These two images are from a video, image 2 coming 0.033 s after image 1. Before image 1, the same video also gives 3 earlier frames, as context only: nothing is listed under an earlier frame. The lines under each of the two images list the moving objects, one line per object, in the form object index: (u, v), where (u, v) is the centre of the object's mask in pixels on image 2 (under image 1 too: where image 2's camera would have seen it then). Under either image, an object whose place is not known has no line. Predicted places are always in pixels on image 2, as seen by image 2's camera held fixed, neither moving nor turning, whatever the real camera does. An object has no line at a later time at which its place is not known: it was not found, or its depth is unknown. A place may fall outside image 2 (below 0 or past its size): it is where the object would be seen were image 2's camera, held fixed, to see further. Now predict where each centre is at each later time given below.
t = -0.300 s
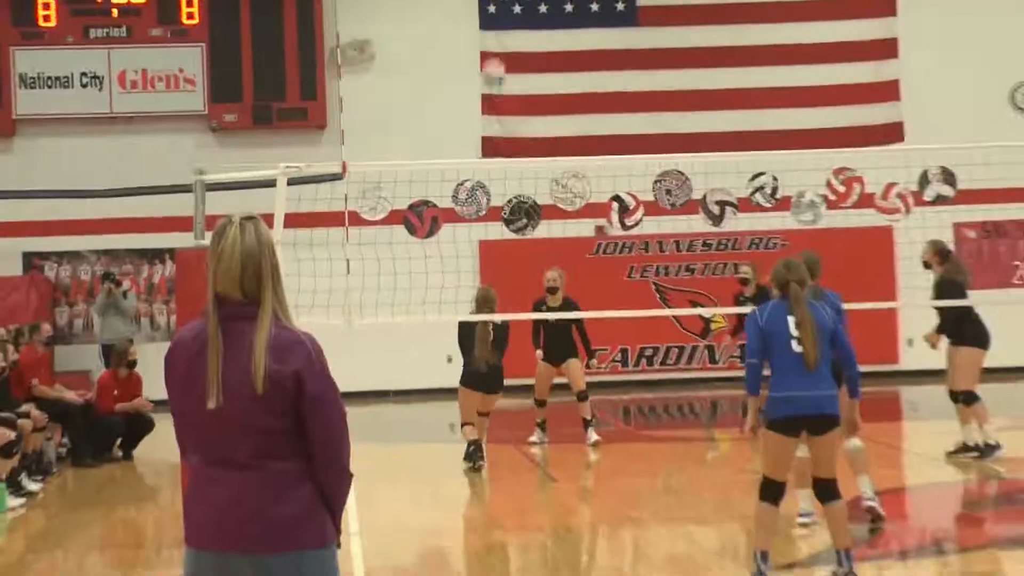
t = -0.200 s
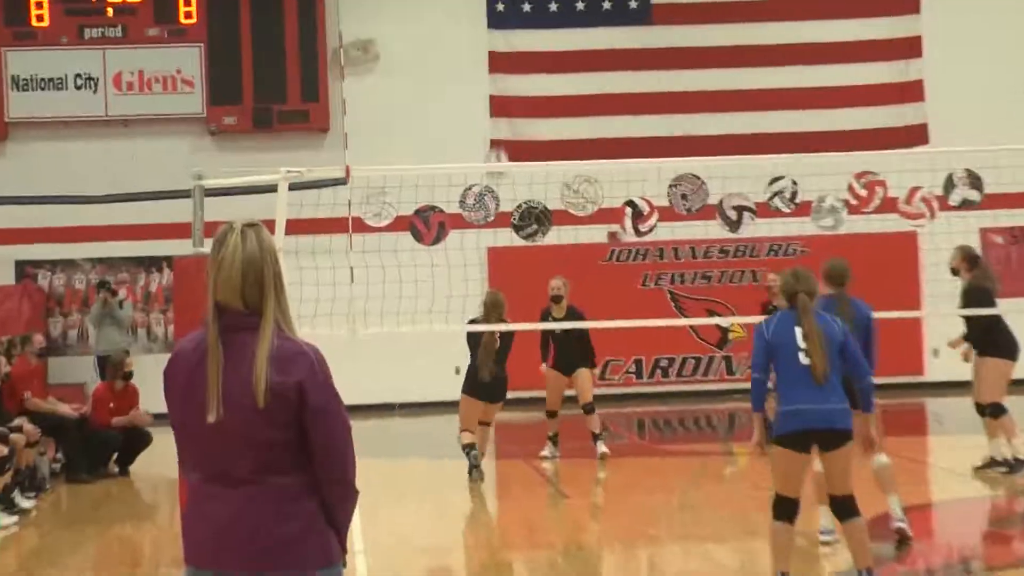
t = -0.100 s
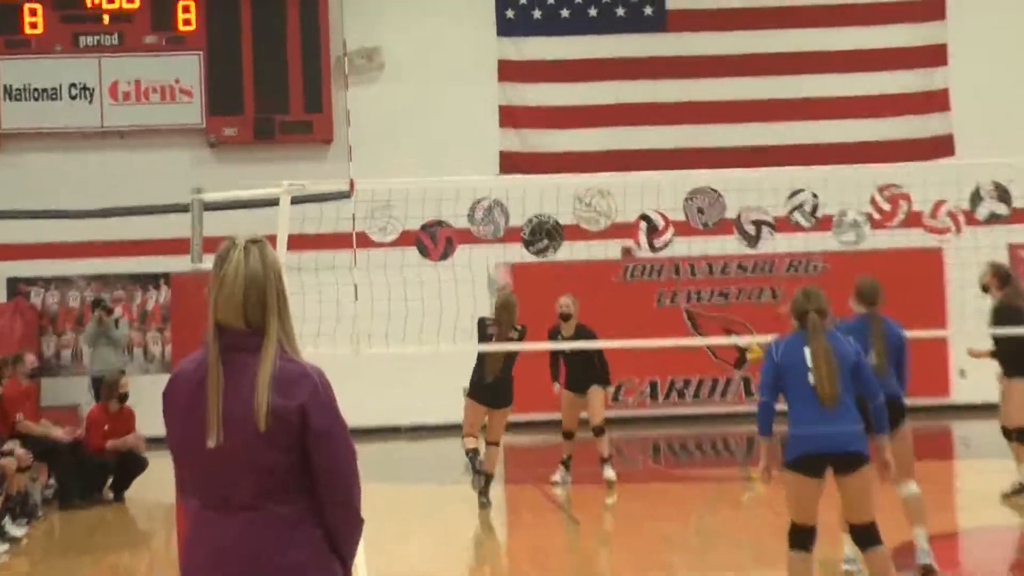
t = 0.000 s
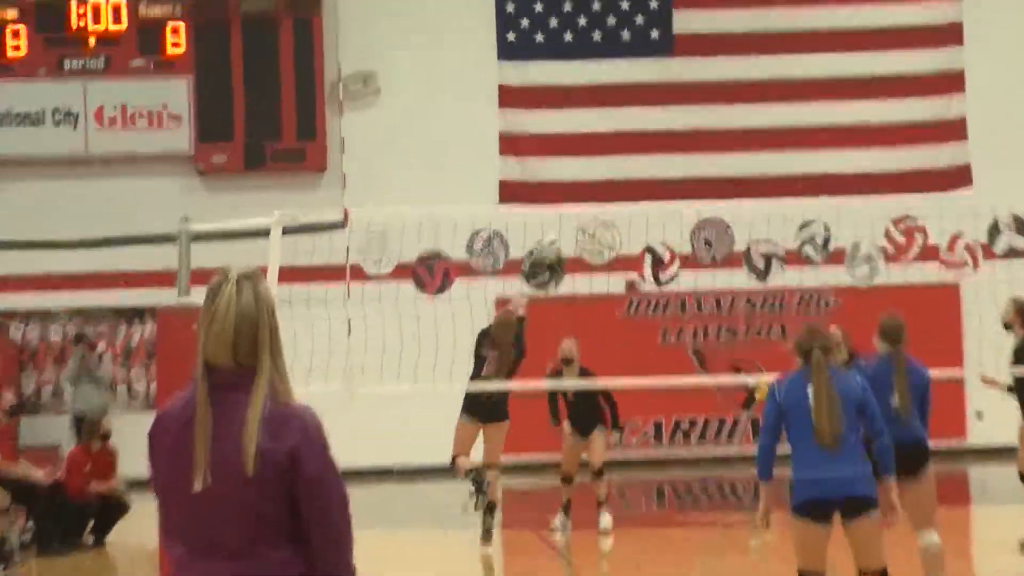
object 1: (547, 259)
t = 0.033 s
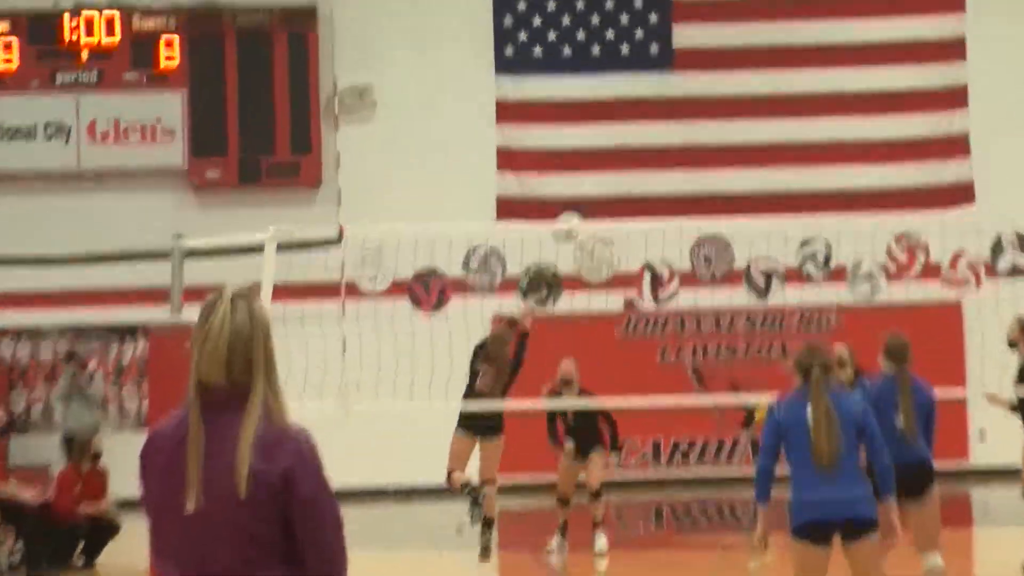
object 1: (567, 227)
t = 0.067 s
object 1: (587, 196)
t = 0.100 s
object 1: (609, 157)
